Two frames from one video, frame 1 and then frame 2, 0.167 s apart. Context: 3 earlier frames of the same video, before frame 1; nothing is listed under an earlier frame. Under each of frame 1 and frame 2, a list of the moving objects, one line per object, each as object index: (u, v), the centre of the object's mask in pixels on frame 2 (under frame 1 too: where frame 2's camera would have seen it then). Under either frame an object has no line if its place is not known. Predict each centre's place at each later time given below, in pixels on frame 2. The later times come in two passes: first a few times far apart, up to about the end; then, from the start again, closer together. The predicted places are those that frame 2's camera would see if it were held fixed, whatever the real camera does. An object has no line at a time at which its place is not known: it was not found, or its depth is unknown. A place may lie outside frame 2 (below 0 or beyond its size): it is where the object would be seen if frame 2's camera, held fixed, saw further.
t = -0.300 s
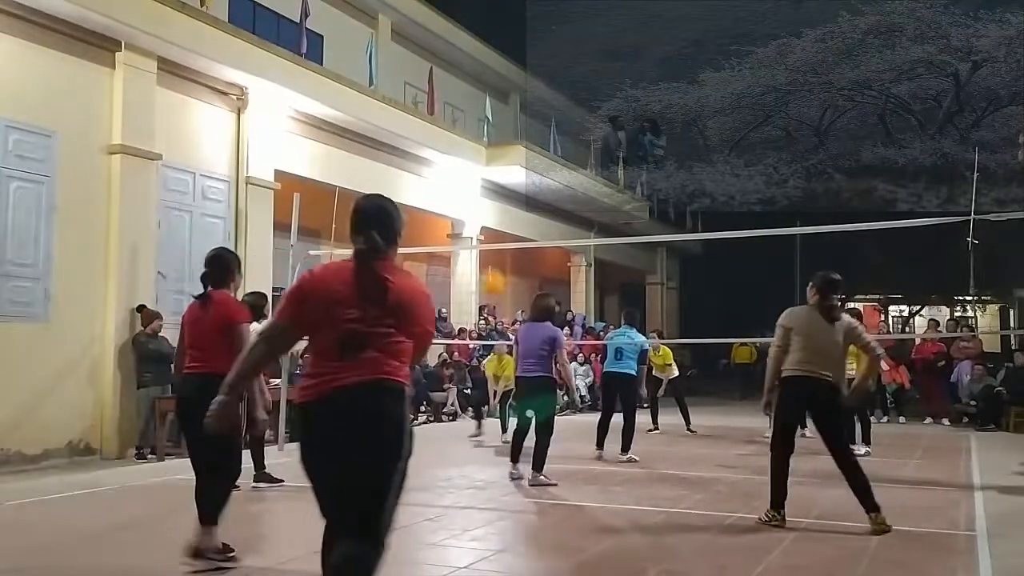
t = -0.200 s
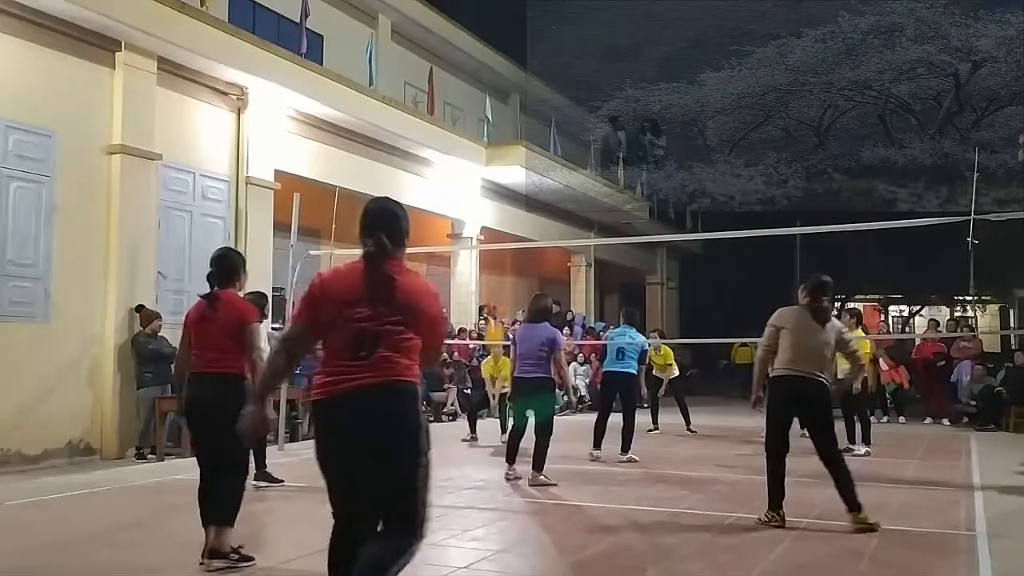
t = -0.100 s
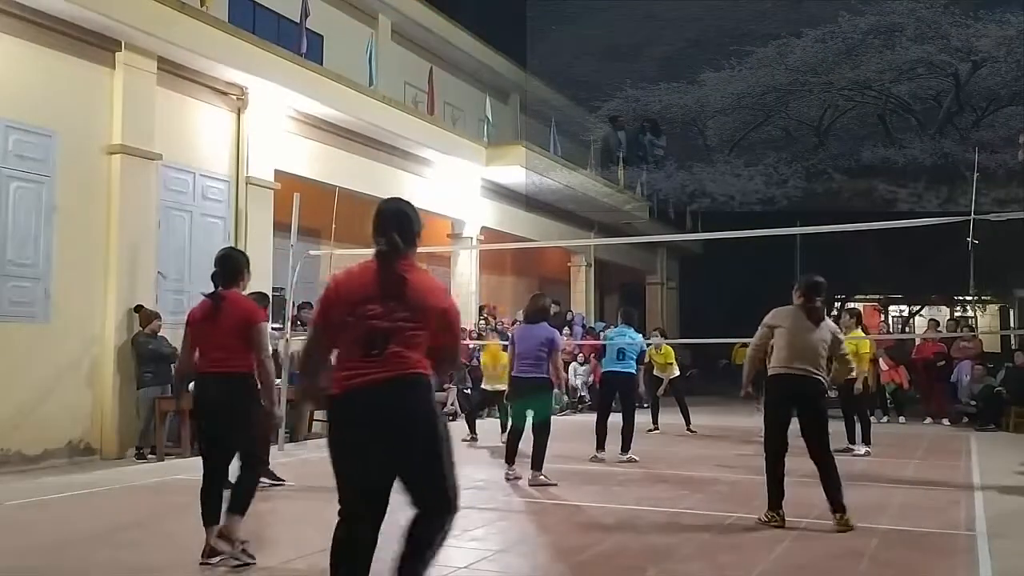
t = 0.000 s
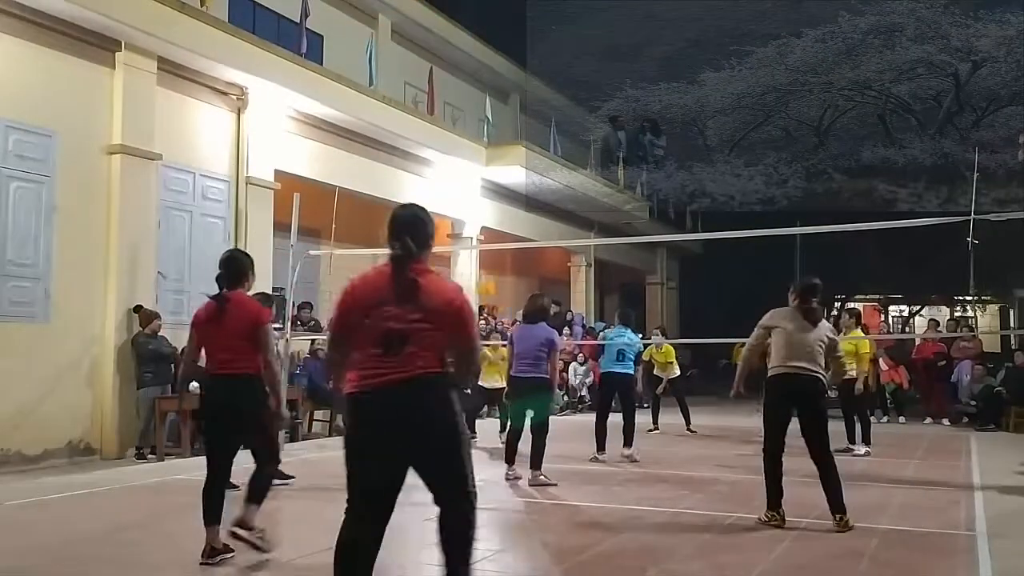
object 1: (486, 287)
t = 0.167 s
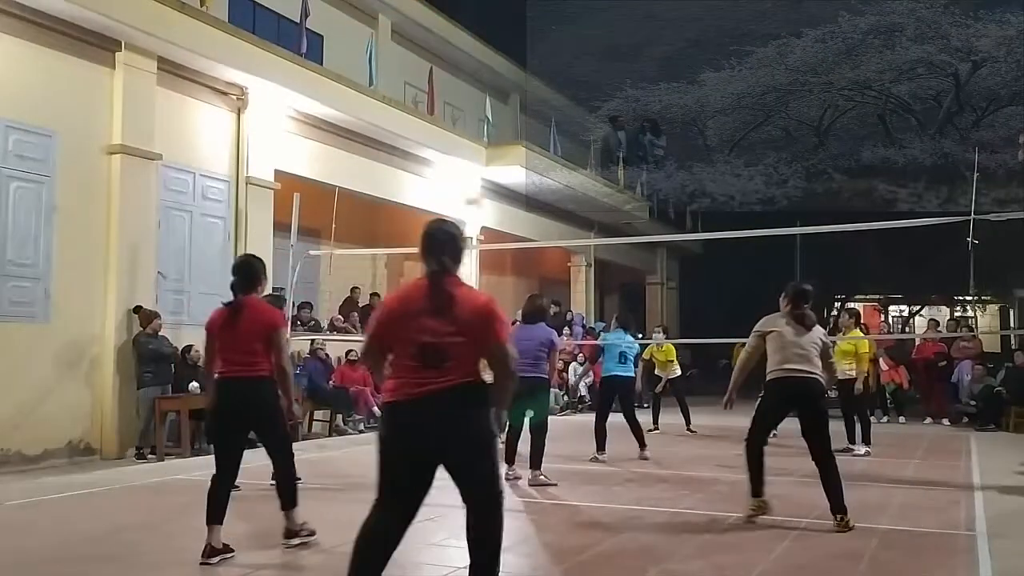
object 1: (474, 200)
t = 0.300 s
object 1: (463, 143)
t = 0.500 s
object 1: (446, 88)
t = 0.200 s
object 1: (472, 185)
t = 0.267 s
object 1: (465, 157)
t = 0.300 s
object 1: (463, 143)
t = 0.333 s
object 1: (460, 132)
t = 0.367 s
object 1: (457, 121)
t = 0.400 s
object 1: (455, 113)
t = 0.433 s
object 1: (451, 103)
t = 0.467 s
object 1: (449, 95)
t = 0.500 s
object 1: (446, 88)
